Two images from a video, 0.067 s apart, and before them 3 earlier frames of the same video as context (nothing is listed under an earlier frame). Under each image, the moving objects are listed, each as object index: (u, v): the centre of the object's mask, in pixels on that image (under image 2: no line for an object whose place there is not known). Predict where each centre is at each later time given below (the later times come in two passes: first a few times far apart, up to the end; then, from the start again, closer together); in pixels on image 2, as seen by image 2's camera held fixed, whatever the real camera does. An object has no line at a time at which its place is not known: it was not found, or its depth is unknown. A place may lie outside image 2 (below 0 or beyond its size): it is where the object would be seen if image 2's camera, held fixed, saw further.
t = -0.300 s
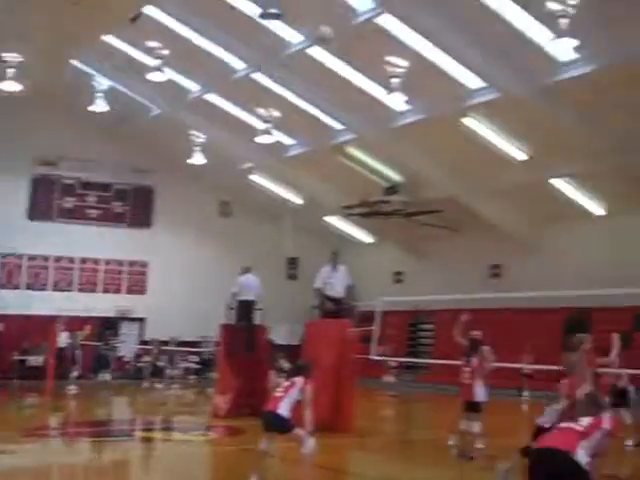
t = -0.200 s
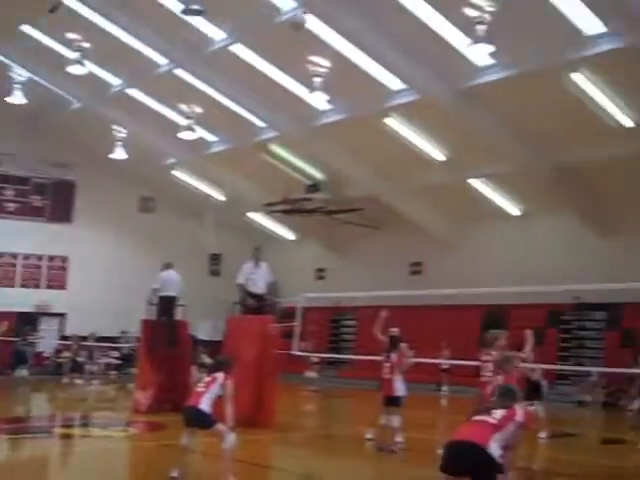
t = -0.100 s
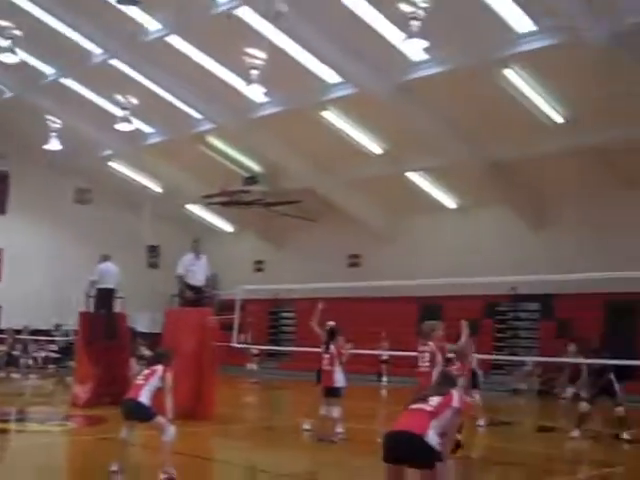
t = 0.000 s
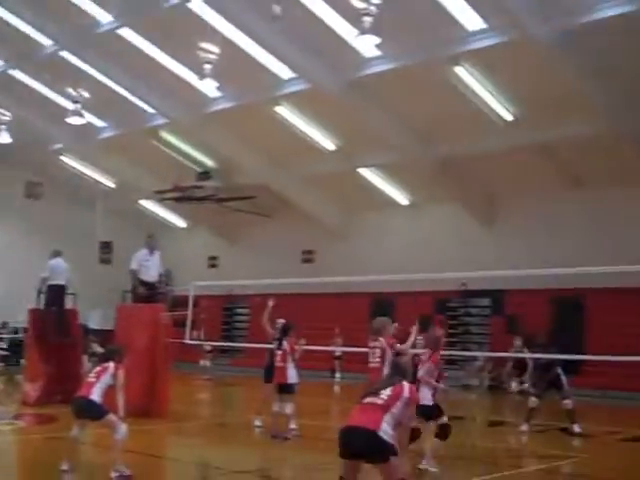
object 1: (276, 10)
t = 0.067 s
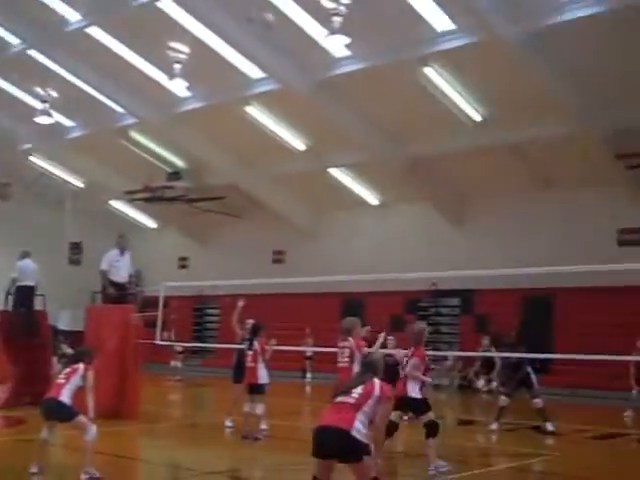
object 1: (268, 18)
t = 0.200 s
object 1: (308, 42)
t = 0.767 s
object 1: (434, 225)
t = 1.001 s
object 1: (467, 334)
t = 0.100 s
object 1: (280, 22)
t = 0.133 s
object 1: (291, 28)
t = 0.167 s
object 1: (300, 37)
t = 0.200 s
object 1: (308, 42)
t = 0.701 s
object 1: (423, 198)
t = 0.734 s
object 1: (428, 213)
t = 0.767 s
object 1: (434, 225)
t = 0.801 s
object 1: (440, 242)
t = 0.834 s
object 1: (446, 252)
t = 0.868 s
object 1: (446, 268)
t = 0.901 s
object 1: (453, 286)
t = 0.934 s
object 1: (457, 301)
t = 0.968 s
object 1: (462, 318)
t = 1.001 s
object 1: (467, 334)
